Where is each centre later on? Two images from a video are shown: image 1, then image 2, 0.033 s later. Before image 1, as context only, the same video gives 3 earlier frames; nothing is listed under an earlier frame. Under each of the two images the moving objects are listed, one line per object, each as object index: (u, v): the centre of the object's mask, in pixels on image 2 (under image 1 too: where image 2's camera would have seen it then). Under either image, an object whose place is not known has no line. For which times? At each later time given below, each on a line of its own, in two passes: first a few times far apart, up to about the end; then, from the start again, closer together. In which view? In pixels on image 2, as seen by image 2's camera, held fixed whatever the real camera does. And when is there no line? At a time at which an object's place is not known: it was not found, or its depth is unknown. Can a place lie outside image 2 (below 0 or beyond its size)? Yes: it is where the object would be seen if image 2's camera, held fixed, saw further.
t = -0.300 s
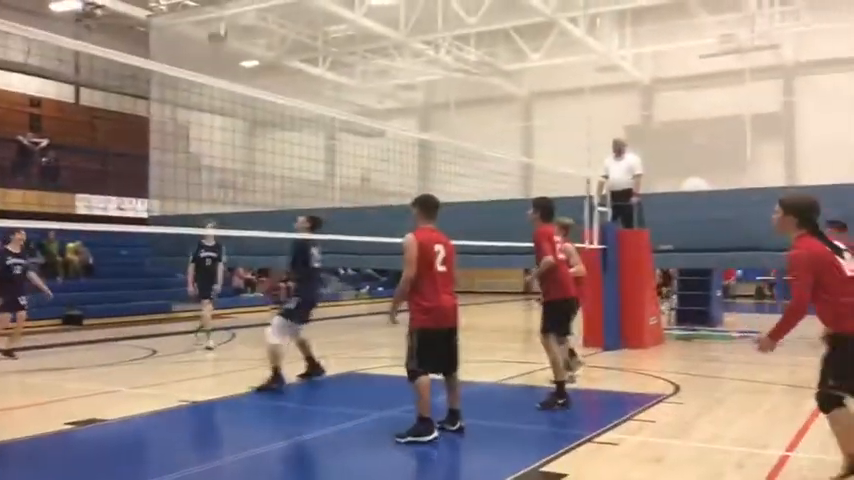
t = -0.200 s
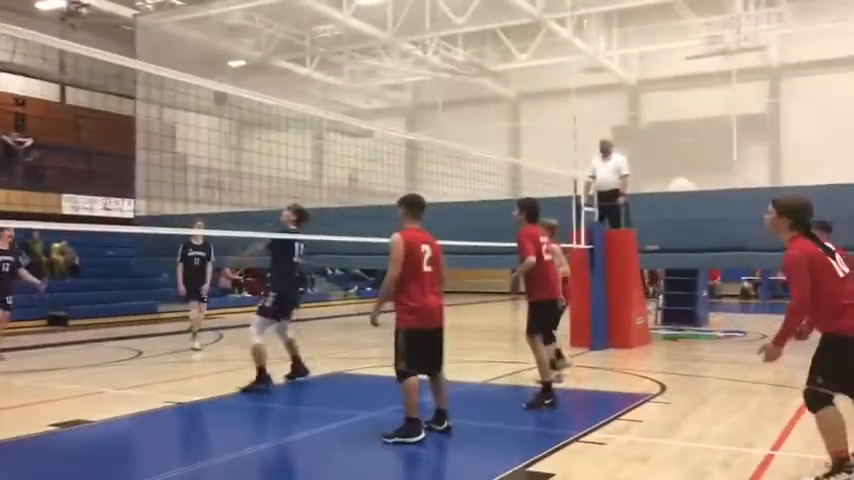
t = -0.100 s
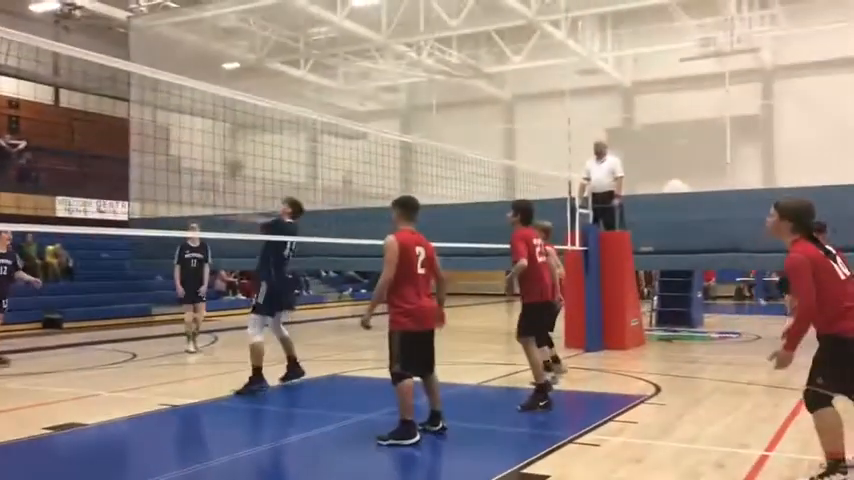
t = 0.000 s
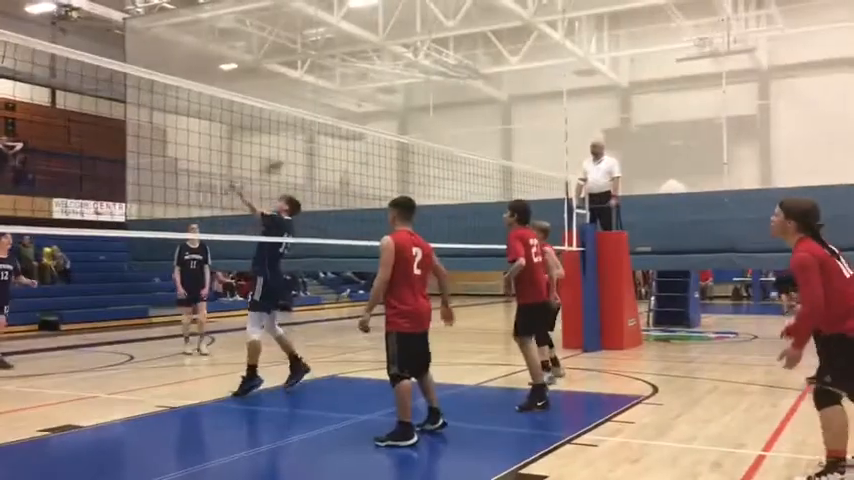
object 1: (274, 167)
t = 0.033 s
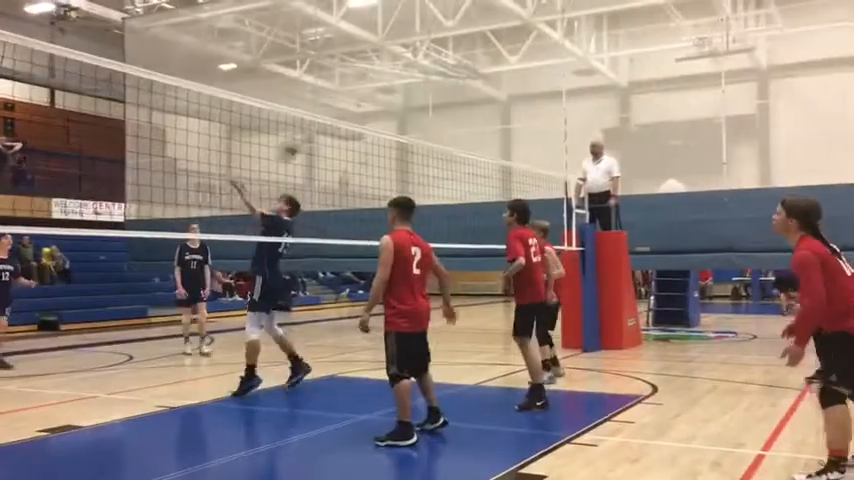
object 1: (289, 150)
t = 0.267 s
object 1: (431, 72)
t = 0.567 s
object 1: (637, 53)
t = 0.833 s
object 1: (846, 134)
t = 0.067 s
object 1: (309, 138)
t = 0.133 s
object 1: (349, 111)
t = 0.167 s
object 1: (368, 98)
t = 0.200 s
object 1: (389, 89)
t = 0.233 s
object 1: (410, 81)
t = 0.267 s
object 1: (431, 72)
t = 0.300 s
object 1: (453, 65)
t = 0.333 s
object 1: (476, 58)
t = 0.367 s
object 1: (499, 52)
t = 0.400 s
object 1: (520, 51)
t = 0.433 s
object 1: (542, 49)
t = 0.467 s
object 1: (566, 47)
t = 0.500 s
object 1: (590, 48)
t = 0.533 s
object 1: (615, 50)
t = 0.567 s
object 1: (637, 53)
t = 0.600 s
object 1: (663, 57)
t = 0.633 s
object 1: (687, 63)
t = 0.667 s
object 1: (712, 71)
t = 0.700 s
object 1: (739, 81)
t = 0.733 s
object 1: (765, 90)
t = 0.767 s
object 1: (792, 101)
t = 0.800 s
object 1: (819, 118)
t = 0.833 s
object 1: (846, 134)
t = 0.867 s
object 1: (875, 151)
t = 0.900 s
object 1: (901, 169)
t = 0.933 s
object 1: (935, 193)
